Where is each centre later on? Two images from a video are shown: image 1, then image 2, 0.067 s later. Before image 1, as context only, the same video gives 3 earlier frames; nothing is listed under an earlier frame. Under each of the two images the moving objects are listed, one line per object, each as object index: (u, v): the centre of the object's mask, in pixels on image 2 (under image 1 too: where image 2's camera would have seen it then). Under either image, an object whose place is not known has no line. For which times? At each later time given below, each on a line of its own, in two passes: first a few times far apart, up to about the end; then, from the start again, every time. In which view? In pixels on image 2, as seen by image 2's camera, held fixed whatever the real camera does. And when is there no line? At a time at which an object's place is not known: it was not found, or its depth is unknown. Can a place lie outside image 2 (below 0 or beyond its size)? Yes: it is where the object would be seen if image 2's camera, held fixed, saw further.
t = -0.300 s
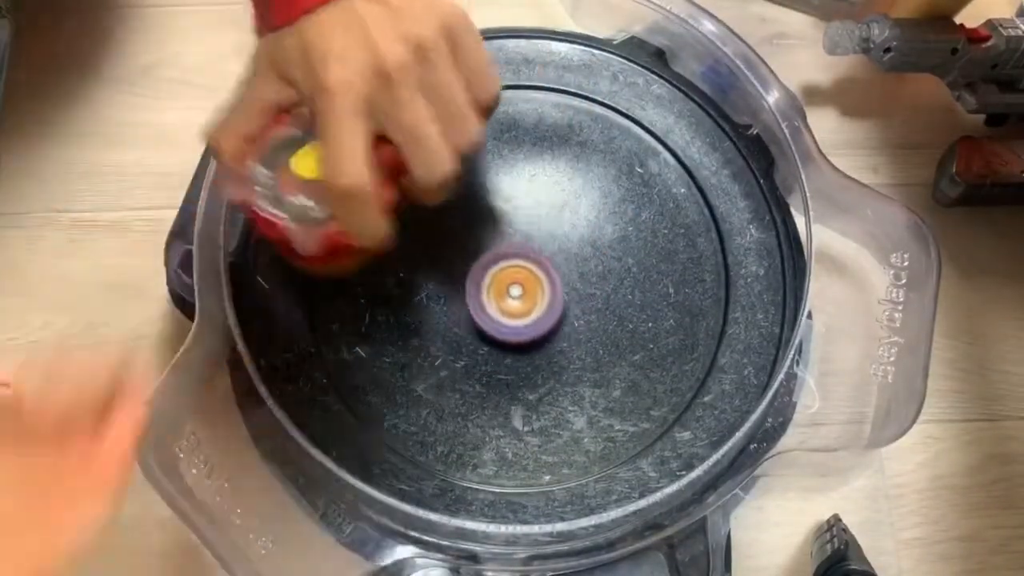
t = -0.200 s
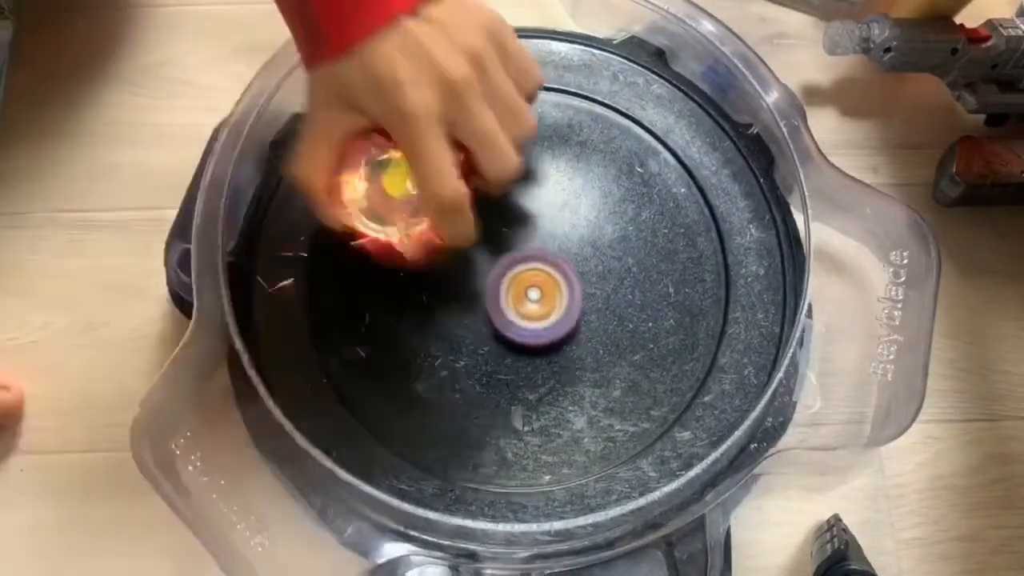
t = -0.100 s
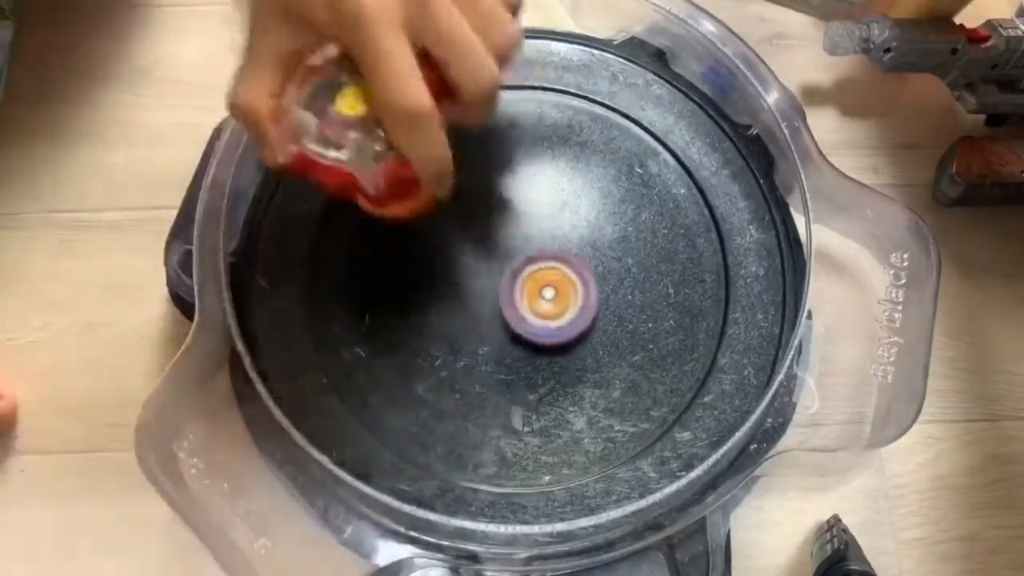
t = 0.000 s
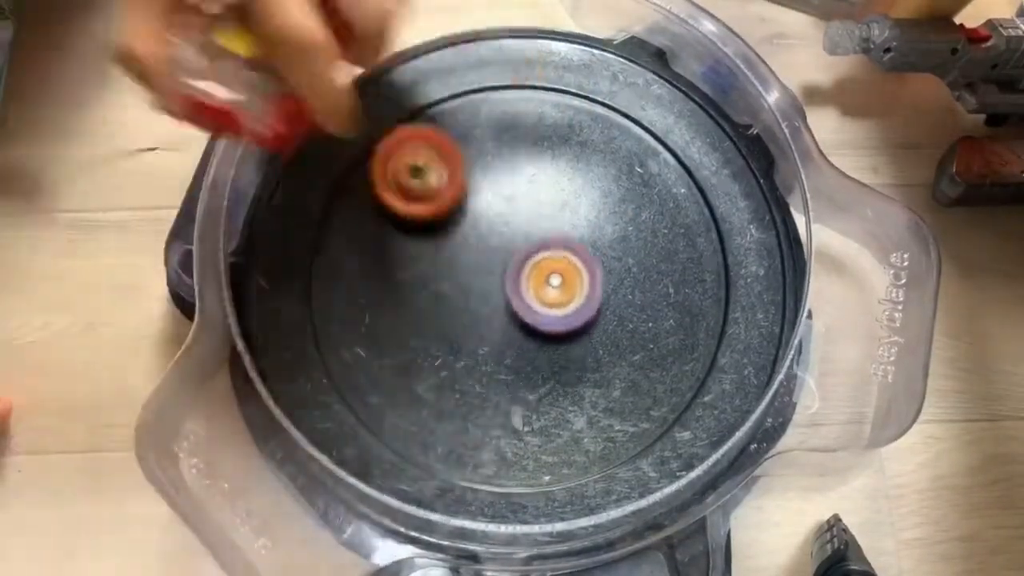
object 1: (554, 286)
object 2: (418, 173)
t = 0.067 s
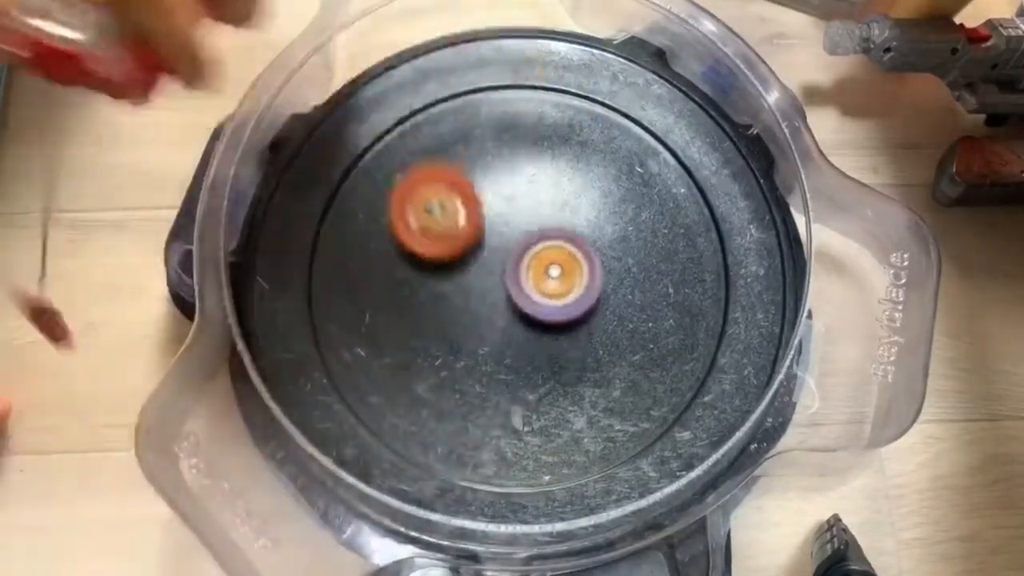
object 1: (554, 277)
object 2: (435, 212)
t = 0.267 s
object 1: (715, 288)
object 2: (430, 359)
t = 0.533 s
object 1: (731, 229)
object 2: (743, 366)
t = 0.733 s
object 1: (562, 228)
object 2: (661, 197)
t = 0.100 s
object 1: (552, 273)
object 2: (448, 243)
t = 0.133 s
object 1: (575, 278)
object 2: (443, 265)
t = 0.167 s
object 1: (619, 287)
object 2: (427, 282)
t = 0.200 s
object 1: (654, 290)
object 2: (417, 305)
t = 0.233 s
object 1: (687, 291)
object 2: (419, 330)
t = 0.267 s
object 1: (715, 288)
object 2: (430, 359)
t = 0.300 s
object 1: (738, 281)
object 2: (454, 387)
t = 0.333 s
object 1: (752, 274)
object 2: (490, 412)
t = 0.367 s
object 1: (760, 266)
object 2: (535, 431)
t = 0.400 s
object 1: (766, 255)
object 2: (586, 440)
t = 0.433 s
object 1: (768, 242)
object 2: (637, 439)
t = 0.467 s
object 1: (764, 234)
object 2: (679, 421)
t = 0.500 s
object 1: (752, 231)
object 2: (713, 399)
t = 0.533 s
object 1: (731, 229)
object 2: (743, 366)
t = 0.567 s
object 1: (707, 227)
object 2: (768, 332)
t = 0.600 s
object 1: (677, 225)
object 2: (788, 293)
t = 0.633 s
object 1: (652, 223)
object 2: (788, 251)
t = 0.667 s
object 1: (622, 223)
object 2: (759, 225)
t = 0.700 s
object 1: (591, 226)
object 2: (712, 209)
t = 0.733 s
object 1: (562, 228)
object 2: (661, 197)
